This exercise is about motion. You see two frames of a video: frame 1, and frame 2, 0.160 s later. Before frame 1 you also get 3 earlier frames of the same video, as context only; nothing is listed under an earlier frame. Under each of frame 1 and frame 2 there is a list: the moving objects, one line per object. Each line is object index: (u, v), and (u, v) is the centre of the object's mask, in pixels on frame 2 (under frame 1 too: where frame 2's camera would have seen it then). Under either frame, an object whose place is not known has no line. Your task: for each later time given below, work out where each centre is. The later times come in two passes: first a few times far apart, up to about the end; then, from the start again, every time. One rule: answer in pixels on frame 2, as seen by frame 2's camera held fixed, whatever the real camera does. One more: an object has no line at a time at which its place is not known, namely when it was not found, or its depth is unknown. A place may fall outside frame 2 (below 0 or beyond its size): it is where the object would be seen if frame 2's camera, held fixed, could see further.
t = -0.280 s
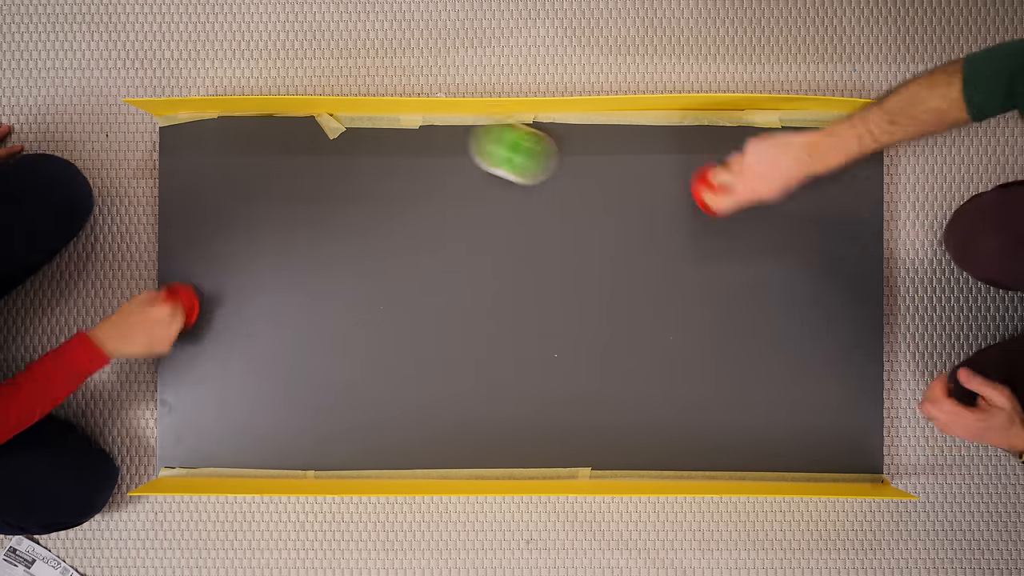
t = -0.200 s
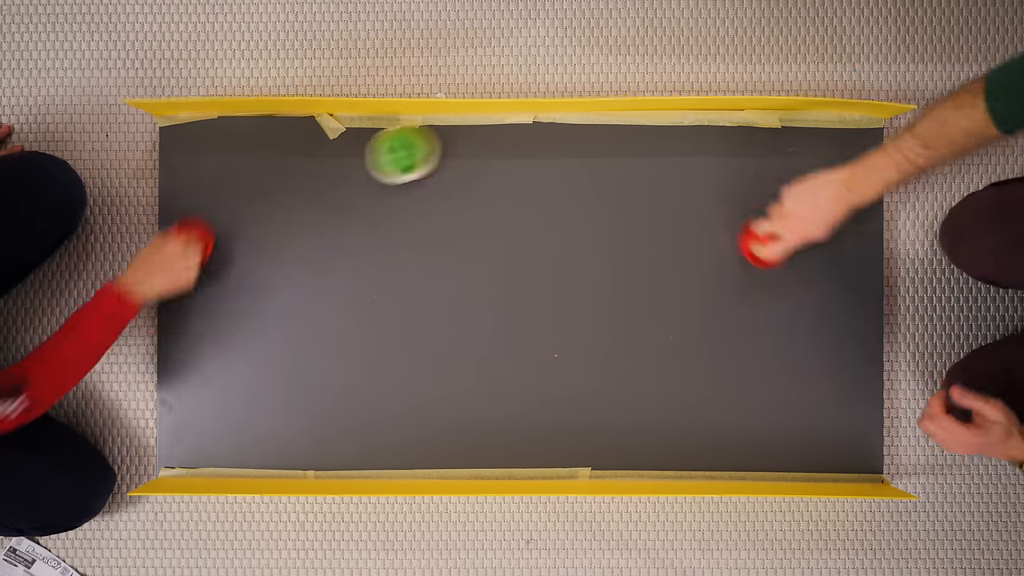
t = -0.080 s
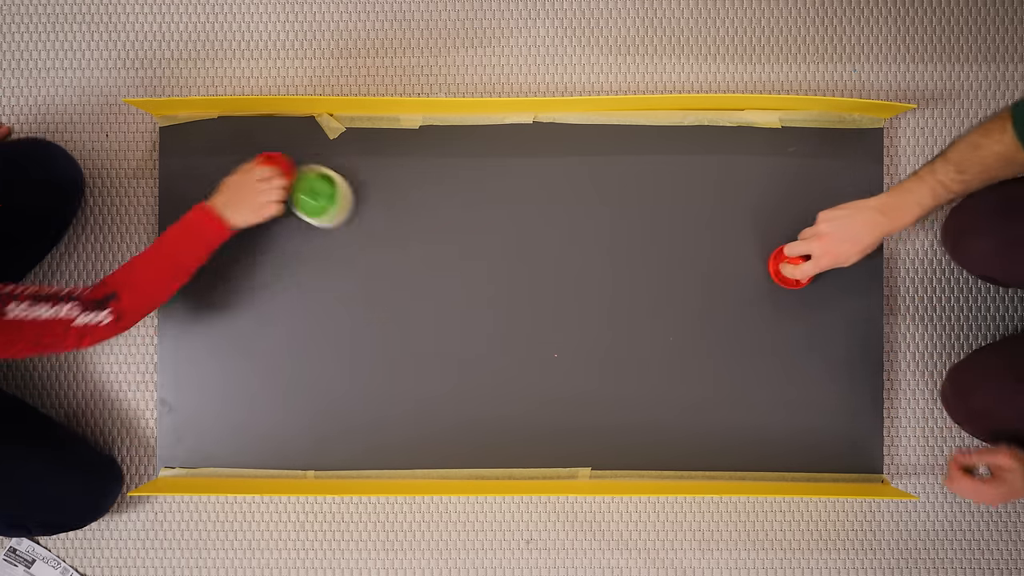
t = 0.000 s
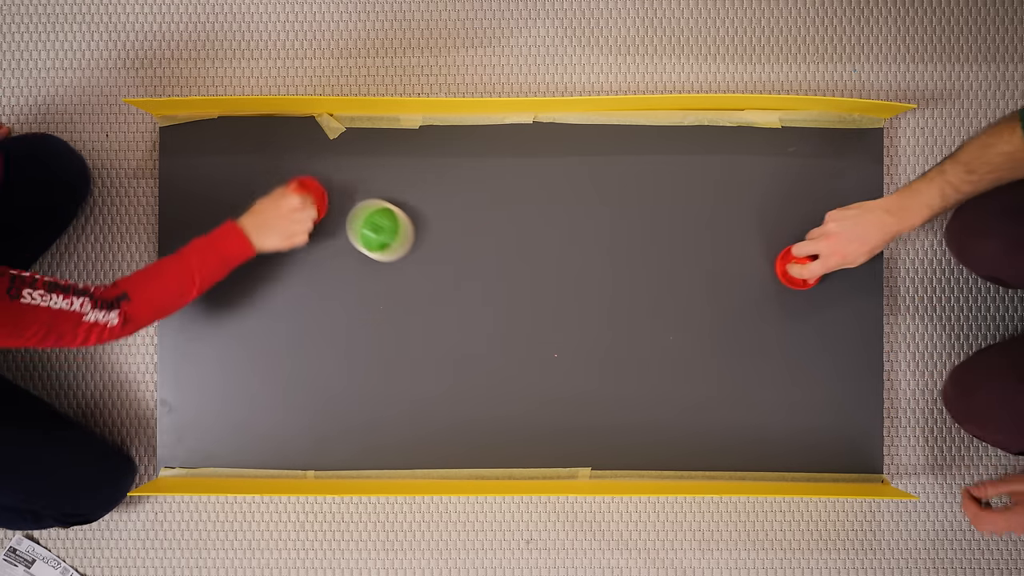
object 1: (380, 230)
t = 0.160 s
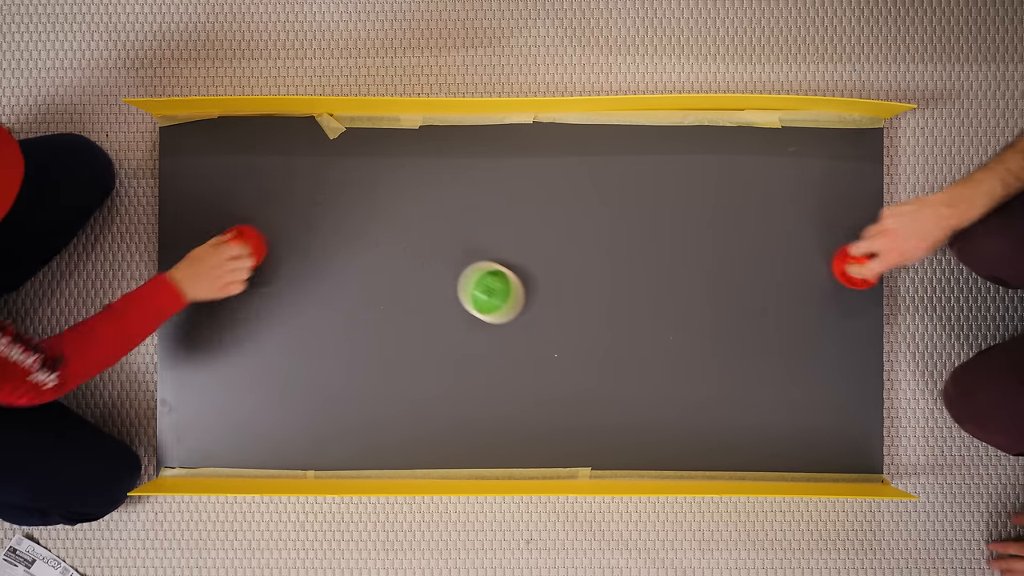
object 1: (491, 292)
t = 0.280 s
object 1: (572, 337)
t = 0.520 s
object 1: (735, 427)
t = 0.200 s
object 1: (518, 307)
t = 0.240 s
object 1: (545, 322)
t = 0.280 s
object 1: (572, 337)
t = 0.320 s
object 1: (600, 352)
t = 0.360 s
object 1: (627, 367)
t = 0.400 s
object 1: (654, 382)
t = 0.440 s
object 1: (681, 397)
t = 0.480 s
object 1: (708, 412)
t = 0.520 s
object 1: (735, 427)
